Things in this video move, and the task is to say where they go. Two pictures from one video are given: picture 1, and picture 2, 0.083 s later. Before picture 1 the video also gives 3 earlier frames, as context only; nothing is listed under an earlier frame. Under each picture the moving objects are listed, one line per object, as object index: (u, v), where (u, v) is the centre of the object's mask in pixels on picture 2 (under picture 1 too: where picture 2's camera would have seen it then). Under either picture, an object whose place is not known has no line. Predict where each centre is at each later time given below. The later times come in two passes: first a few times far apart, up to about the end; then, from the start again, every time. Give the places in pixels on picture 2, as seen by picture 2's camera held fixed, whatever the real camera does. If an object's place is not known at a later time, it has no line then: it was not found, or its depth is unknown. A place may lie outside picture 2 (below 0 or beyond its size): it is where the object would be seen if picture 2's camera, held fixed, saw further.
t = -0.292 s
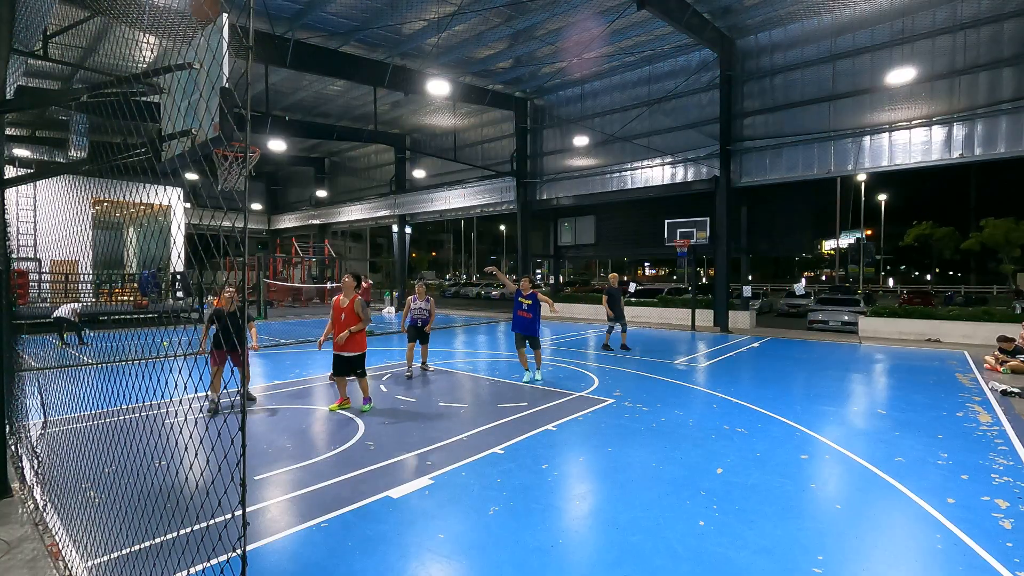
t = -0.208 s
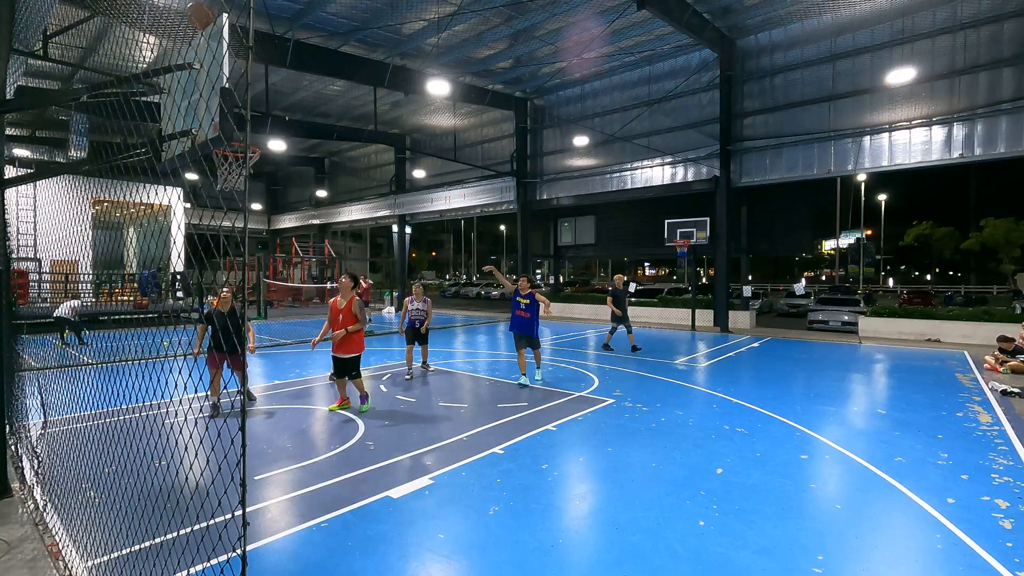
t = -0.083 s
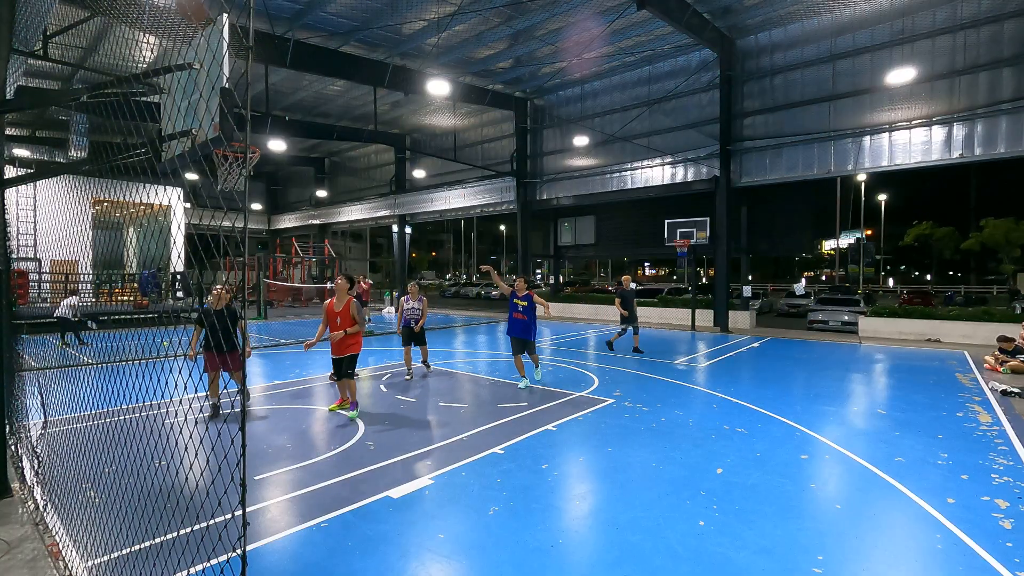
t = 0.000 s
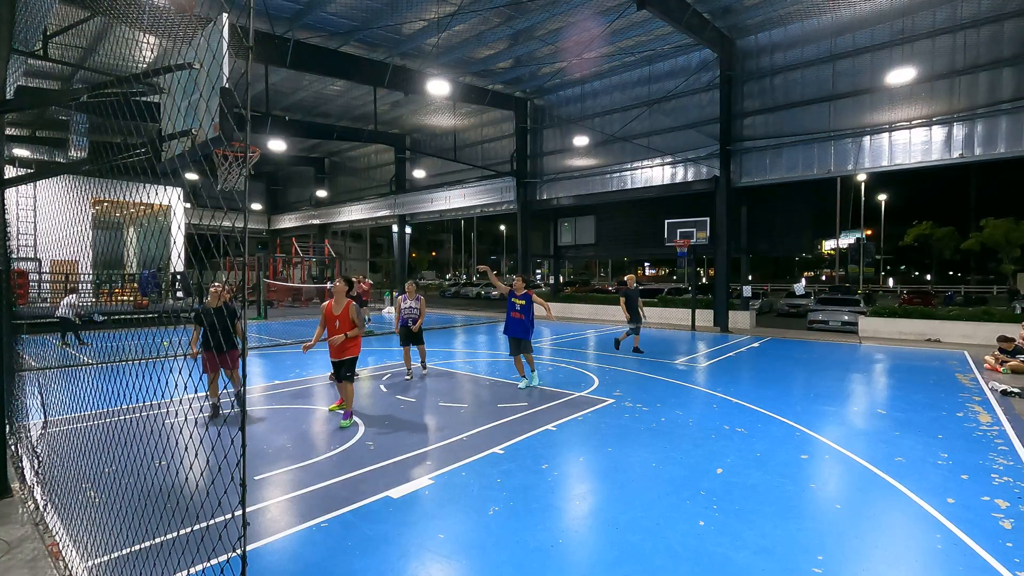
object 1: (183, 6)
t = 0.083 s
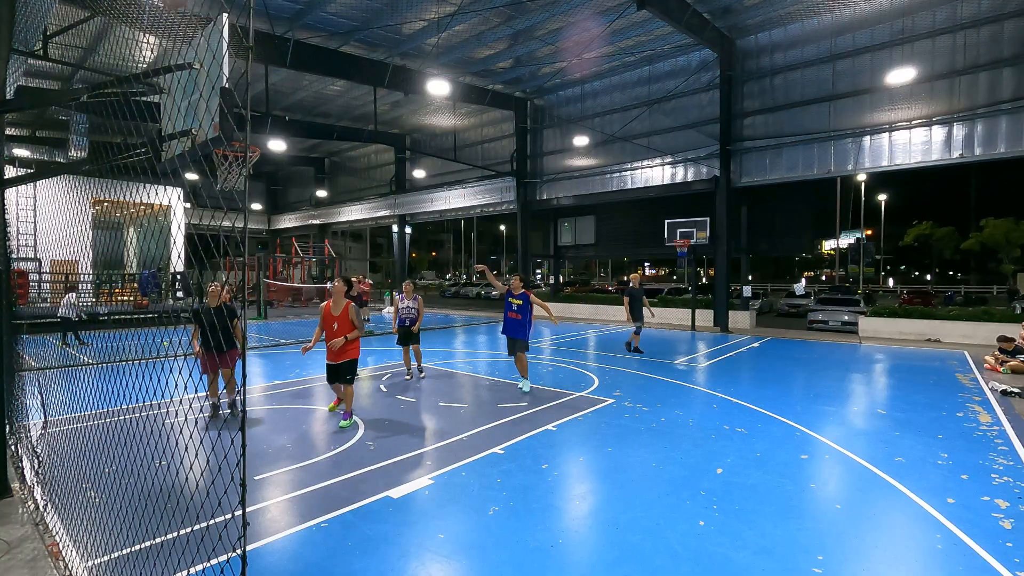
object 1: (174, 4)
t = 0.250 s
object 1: (152, 11)
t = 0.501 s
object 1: (117, 96)
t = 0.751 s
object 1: (82, 275)
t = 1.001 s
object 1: (48, 464)
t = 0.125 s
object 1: (168, 5)
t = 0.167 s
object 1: (163, 6)
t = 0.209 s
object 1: (158, 8)
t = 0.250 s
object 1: (152, 11)
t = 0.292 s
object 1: (145, 17)
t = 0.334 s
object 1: (139, 28)
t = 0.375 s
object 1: (134, 41)
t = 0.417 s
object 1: (128, 58)
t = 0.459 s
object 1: (122, 76)
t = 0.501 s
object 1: (117, 96)
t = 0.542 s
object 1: (112, 119)
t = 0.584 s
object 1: (105, 145)
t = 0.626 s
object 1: (100, 172)
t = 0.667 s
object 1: (94, 204)
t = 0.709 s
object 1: (88, 238)
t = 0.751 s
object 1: (82, 275)
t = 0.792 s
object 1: (77, 315)
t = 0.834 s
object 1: (71, 356)
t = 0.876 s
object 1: (65, 402)
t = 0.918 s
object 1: (60, 451)
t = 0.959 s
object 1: (54, 499)
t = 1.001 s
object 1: (48, 464)
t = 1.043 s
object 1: (44, 434)
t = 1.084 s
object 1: (40, 407)
